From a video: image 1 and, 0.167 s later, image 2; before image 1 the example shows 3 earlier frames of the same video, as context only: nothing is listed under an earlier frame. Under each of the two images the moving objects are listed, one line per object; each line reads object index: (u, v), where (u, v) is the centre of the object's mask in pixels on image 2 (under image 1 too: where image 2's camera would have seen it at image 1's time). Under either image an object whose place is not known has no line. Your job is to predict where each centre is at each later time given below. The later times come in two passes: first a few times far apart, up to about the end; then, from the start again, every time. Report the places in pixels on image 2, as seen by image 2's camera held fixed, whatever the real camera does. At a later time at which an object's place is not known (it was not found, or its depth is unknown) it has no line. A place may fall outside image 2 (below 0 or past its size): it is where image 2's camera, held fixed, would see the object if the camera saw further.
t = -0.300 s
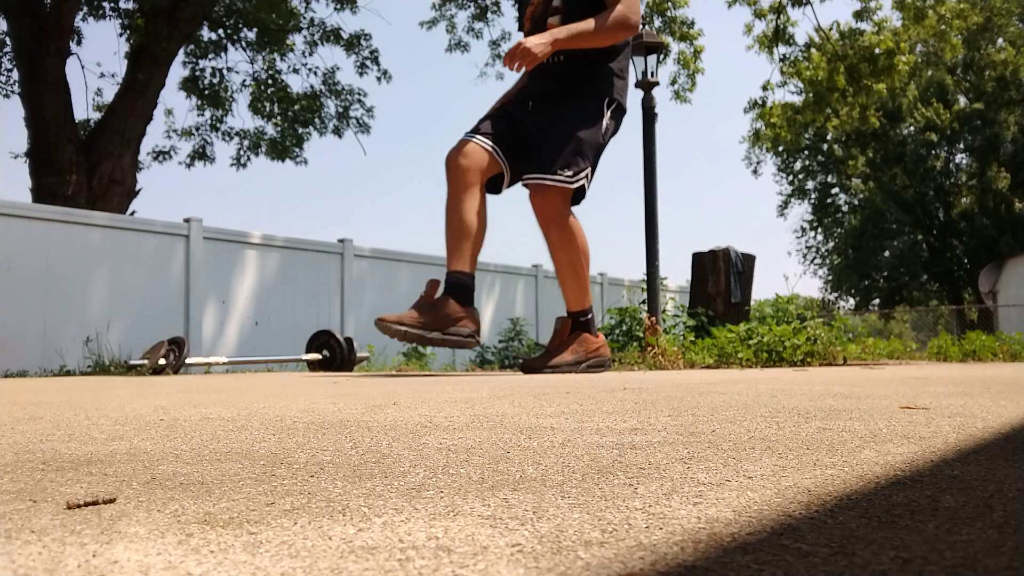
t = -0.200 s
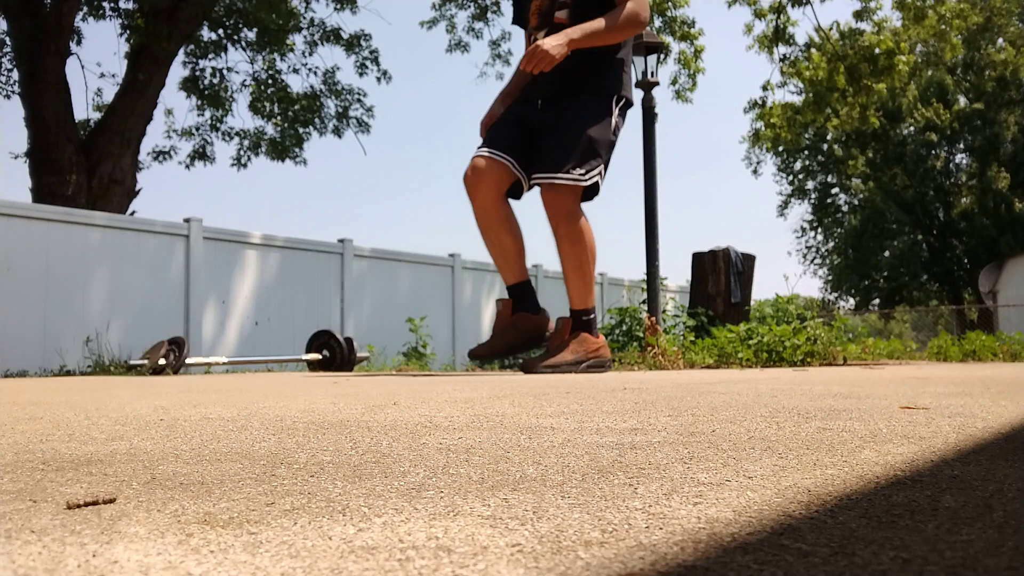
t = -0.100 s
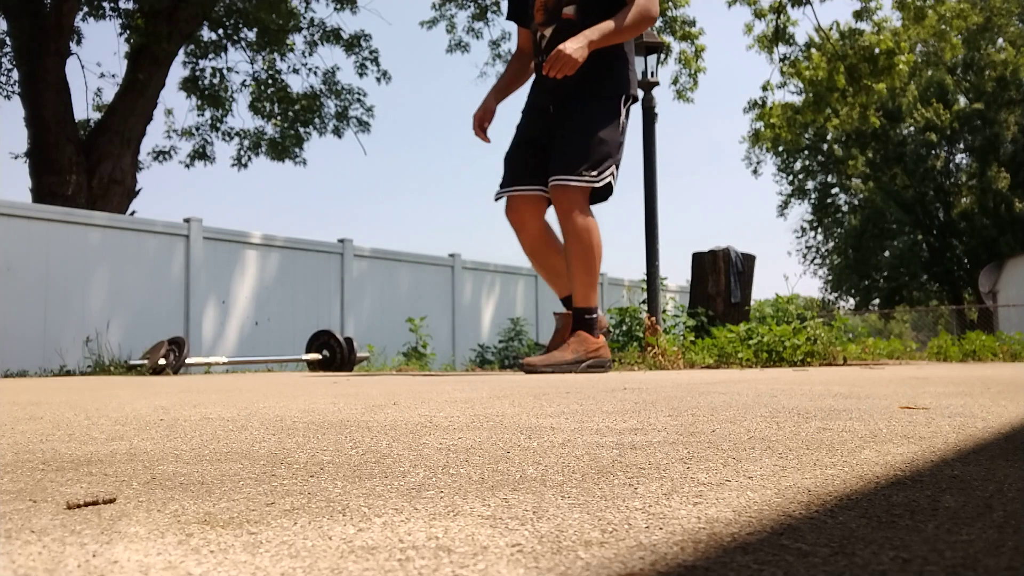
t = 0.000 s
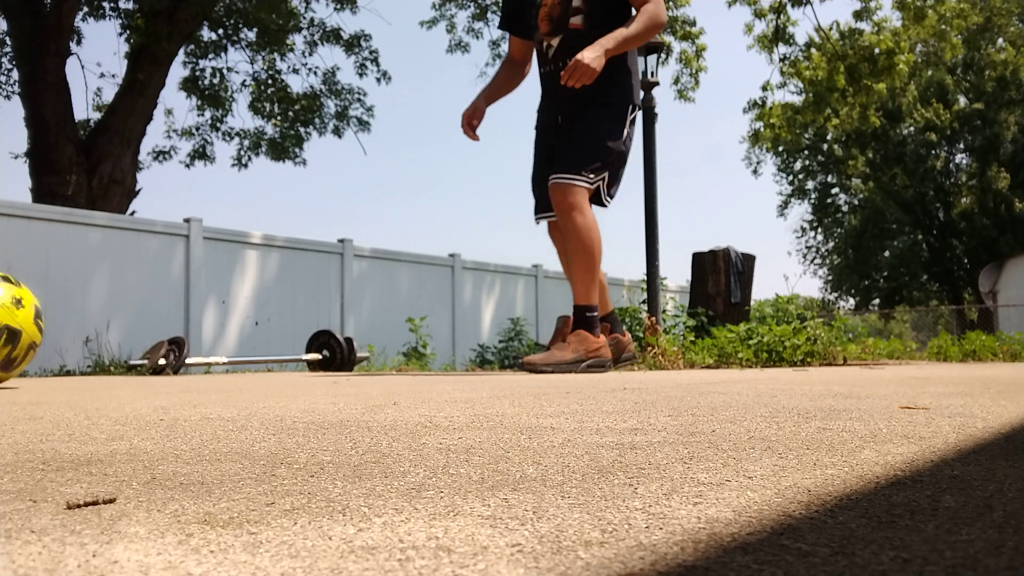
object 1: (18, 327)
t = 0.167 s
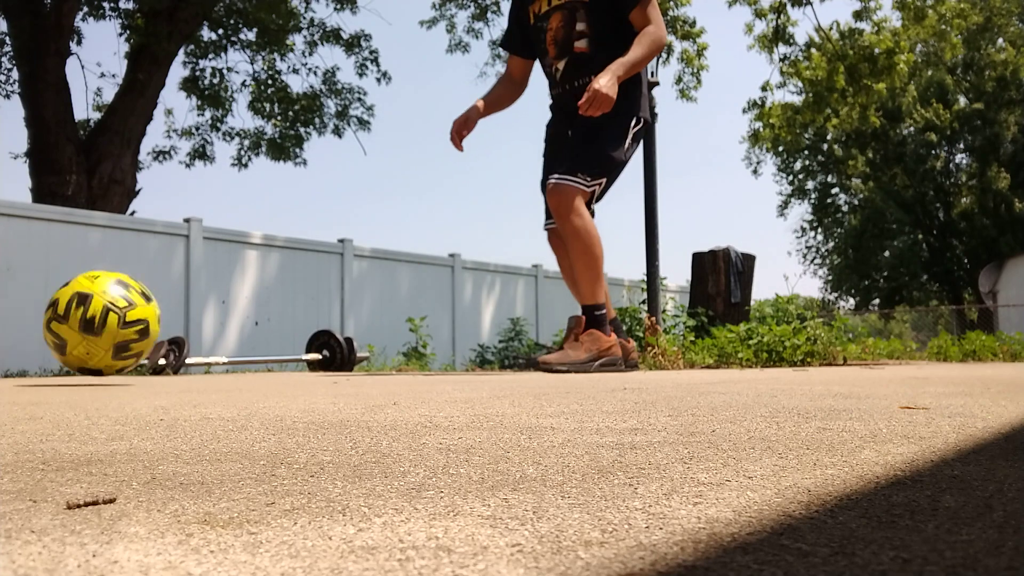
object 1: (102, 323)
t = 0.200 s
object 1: (122, 334)
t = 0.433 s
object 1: (224, 329)
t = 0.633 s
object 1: (297, 334)
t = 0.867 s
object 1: (371, 339)
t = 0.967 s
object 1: (398, 339)
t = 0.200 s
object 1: (122, 334)
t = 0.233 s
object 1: (138, 326)
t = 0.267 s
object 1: (153, 323)
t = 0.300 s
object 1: (168, 325)
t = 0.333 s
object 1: (183, 331)
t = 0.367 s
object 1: (196, 334)
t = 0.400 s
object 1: (210, 329)
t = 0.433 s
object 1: (224, 329)
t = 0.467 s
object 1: (237, 333)
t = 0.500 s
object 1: (249, 335)
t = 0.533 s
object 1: (262, 332)
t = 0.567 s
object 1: (274, 333)
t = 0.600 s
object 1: (286, 337)
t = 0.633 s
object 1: (297, 334)
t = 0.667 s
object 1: (309, 335)
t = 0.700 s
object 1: (320, 338)
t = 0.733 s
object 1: (331, 336)
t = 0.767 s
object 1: (341, 338)
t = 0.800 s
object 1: (351, 337)
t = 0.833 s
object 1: (361, 338)
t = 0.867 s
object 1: (371, 339)
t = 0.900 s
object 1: (380, 339)
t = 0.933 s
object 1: (389, 339)
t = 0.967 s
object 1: (398, 339)
